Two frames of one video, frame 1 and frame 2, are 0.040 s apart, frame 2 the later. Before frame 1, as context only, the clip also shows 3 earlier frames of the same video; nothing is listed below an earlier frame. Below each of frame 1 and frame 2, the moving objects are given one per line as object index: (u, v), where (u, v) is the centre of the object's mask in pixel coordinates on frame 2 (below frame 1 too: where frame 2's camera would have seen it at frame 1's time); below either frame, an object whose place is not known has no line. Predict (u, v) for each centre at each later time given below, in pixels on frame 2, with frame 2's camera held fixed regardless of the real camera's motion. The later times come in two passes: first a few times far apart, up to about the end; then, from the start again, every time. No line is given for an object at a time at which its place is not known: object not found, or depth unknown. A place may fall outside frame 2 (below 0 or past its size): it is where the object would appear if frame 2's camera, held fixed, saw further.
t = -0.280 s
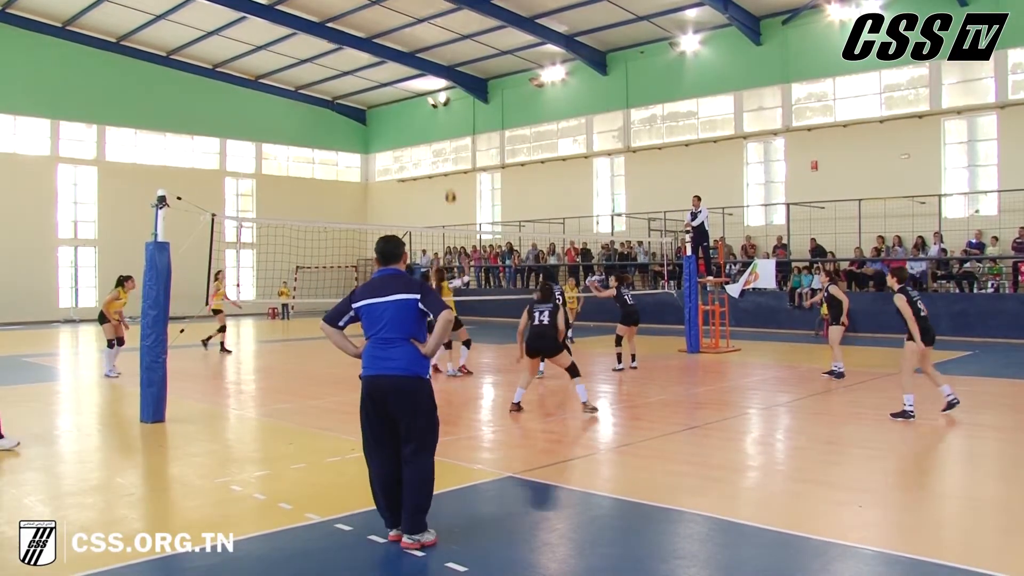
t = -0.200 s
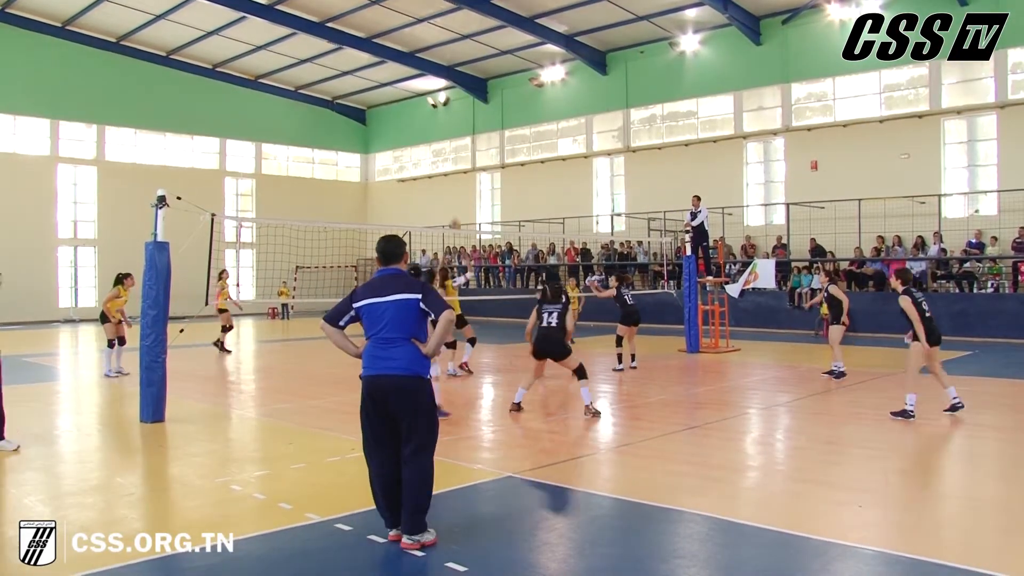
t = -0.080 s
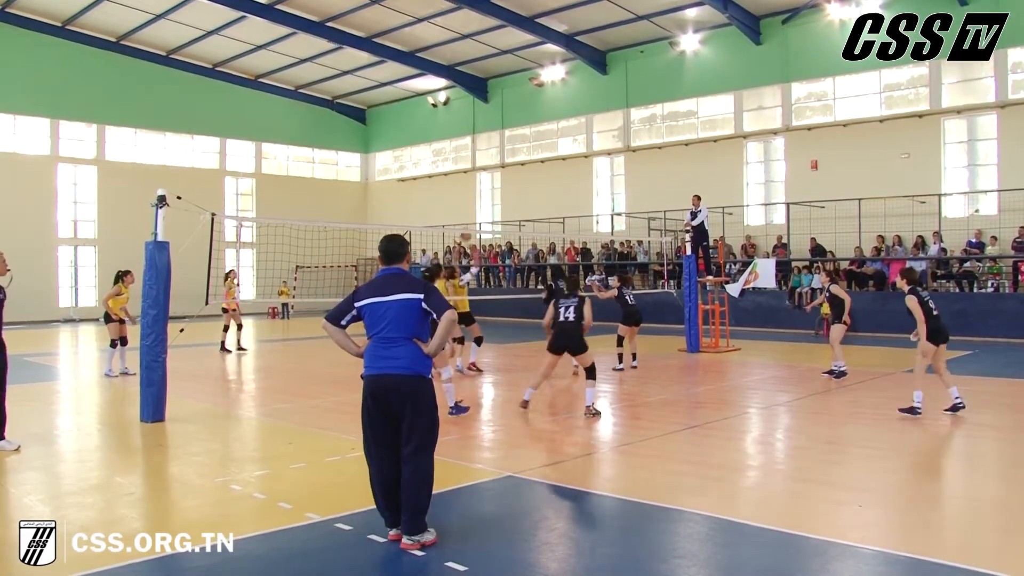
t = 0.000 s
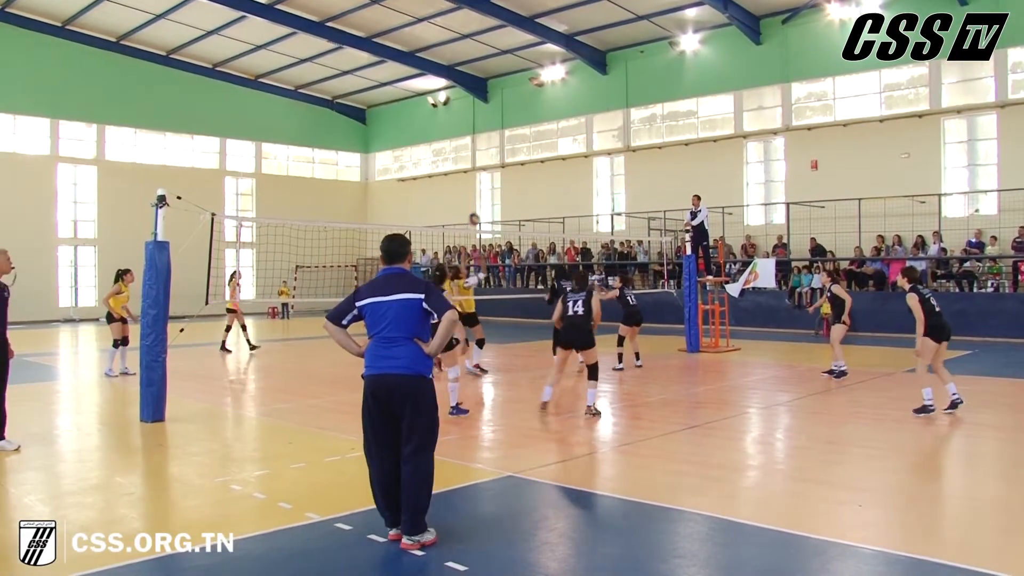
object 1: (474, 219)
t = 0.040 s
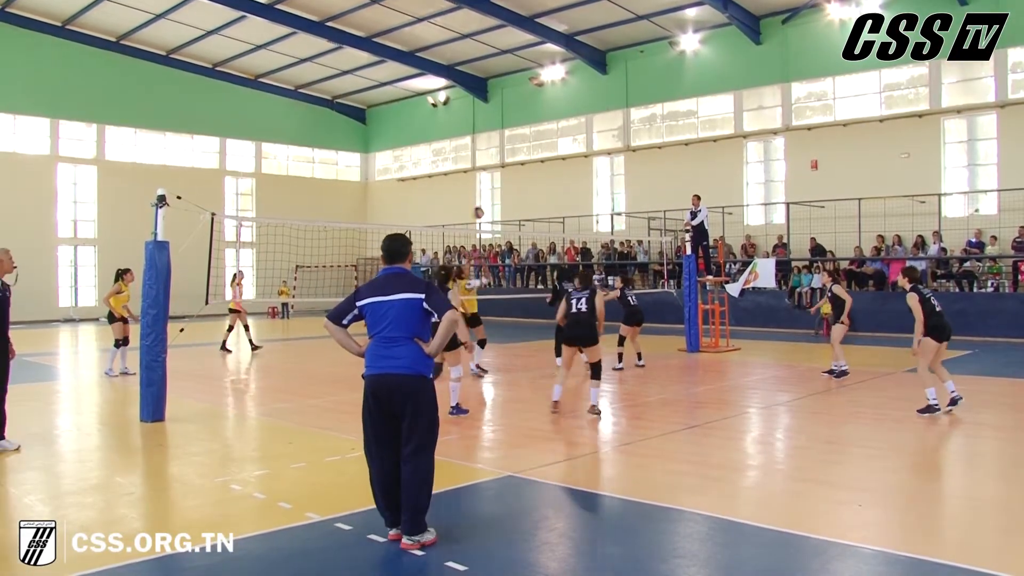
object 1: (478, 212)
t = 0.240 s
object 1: (501, 196)
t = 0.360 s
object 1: (514, 198)
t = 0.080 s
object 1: (482, 207)
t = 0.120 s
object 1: (487, 203)
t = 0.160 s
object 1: (492, 199)
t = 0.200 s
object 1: (496, 198)
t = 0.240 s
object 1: (501, 196)
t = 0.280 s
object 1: (505, 195)
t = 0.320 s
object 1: (510, 196)
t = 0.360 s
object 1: (514, 198)
